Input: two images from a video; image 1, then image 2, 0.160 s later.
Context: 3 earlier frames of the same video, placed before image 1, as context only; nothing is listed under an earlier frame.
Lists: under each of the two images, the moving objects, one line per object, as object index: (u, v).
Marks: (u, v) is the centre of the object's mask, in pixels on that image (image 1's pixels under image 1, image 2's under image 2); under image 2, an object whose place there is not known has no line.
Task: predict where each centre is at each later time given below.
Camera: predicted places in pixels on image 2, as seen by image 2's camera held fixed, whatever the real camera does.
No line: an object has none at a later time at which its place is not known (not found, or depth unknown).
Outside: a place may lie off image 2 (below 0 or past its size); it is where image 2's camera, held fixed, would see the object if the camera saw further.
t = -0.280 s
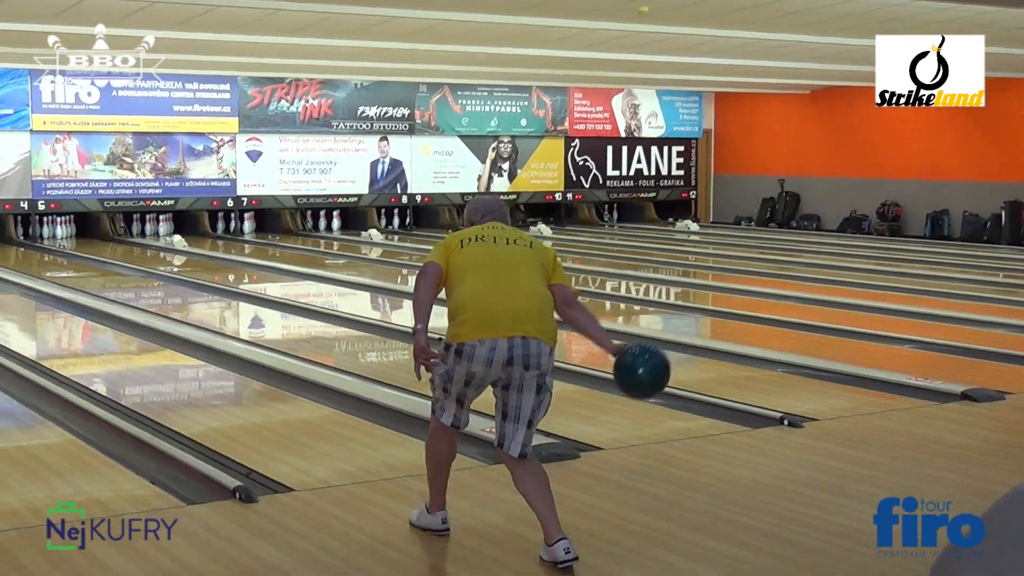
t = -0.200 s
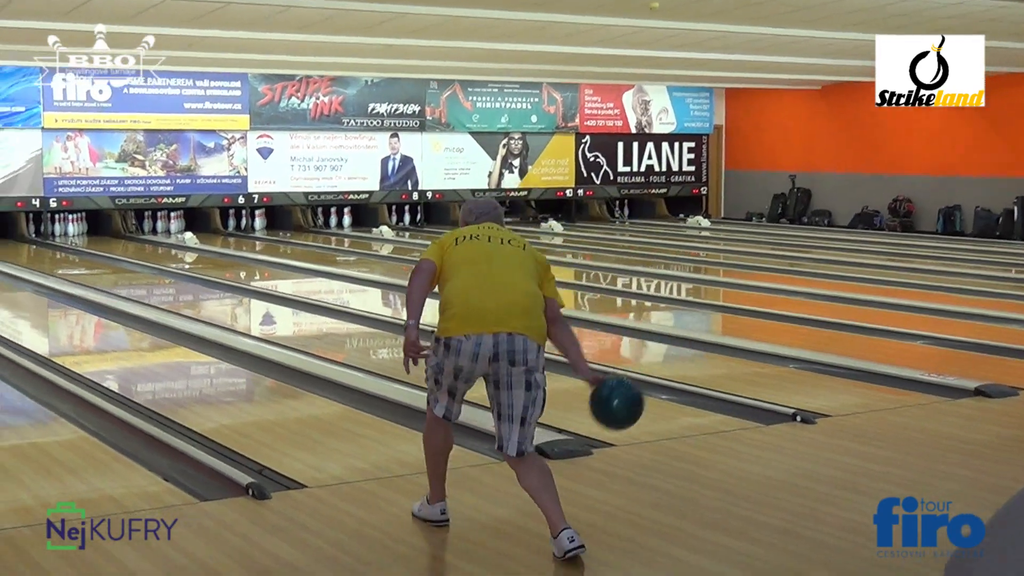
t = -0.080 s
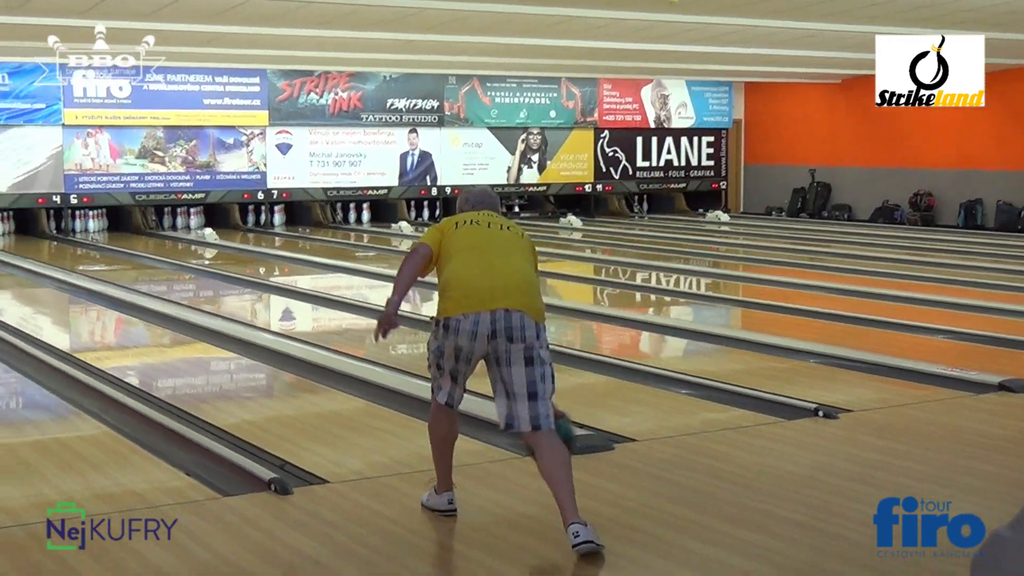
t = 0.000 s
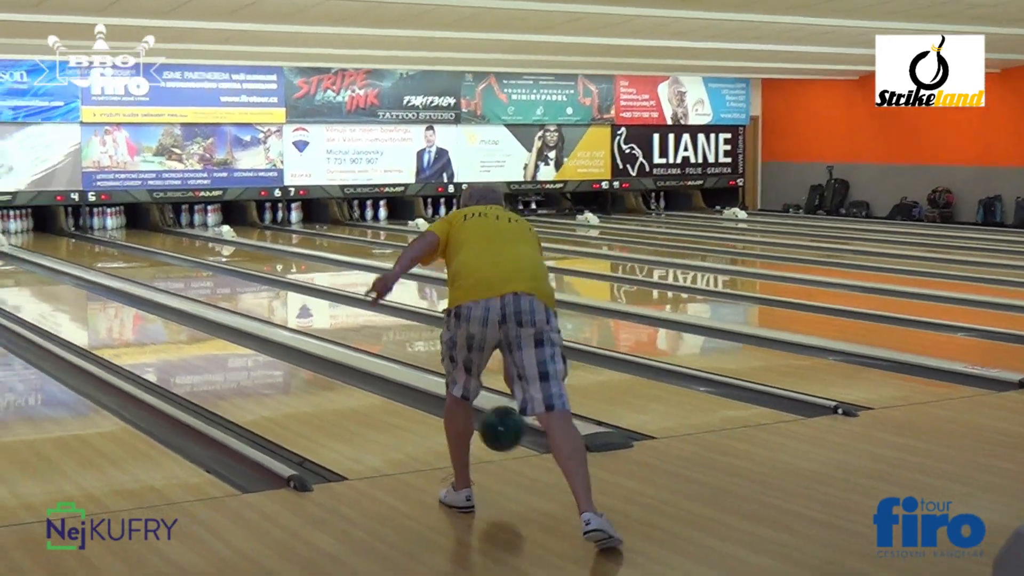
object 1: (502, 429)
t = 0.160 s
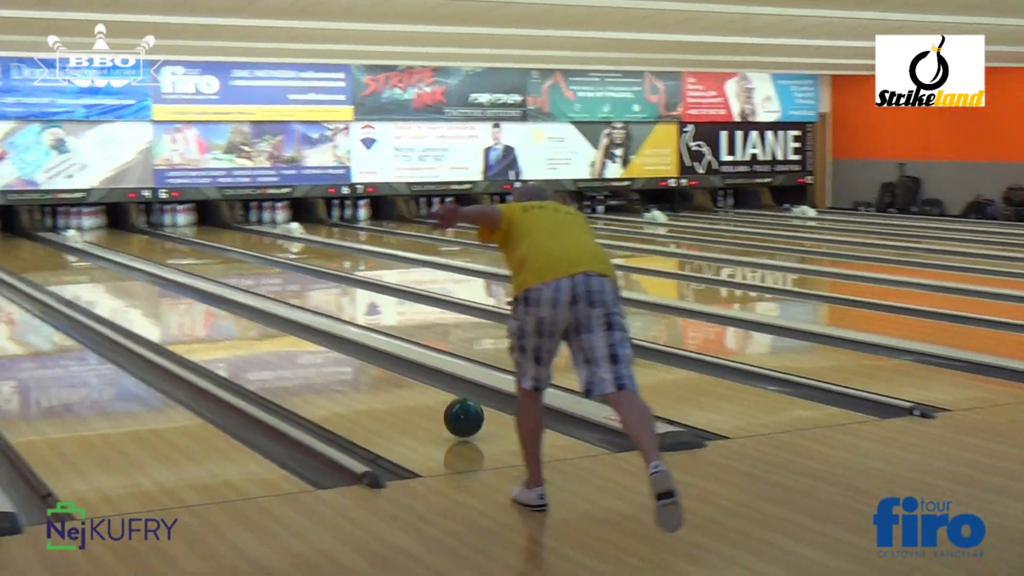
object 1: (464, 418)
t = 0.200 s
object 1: (439, 407)
